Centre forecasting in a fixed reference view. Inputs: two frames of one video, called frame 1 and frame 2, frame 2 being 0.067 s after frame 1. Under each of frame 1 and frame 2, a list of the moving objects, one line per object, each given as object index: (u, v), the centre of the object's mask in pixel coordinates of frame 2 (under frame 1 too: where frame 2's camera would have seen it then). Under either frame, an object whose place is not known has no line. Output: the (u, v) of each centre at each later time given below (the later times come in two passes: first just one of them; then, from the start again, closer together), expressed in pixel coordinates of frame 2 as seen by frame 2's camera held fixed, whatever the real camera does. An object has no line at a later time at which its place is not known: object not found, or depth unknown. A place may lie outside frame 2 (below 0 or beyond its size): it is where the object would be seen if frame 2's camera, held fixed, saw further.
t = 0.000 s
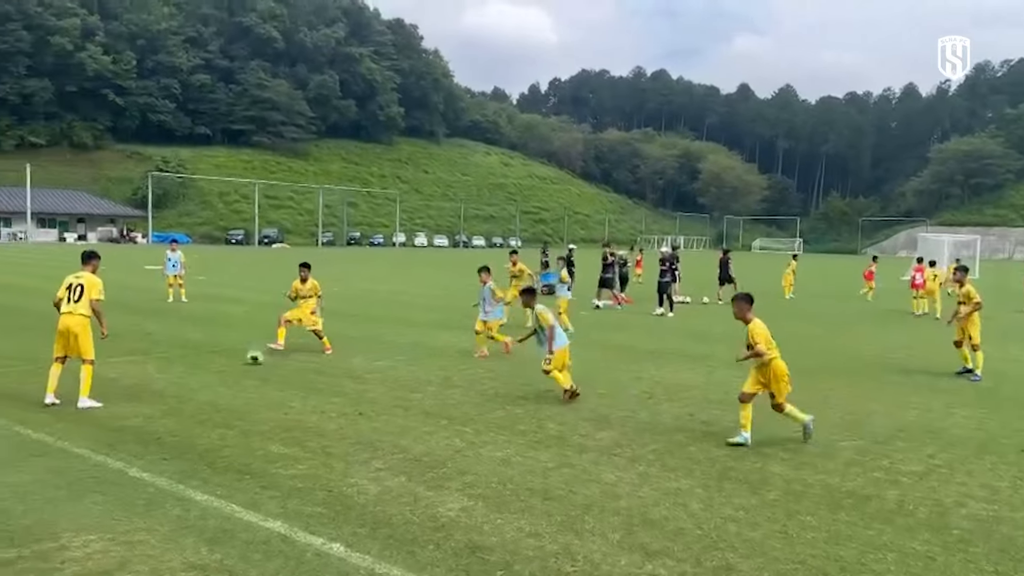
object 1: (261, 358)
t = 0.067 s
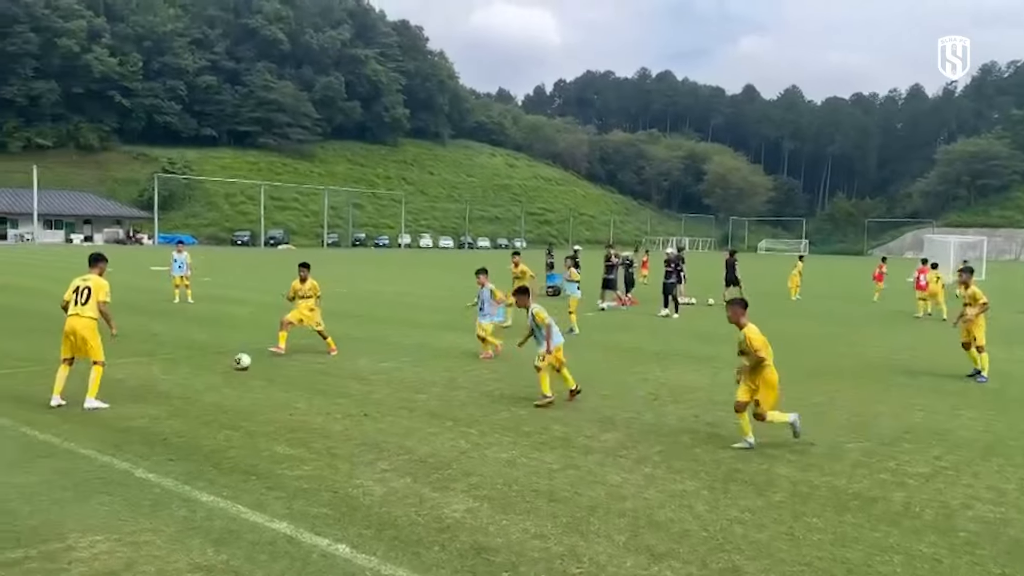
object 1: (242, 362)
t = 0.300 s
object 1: (179, 377)
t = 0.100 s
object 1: (233, 363)
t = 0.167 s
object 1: (214, 368)
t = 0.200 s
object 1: (206, 370)
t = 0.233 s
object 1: (197, 372)
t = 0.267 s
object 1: (188, 375)
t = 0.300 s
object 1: (179, 377)
